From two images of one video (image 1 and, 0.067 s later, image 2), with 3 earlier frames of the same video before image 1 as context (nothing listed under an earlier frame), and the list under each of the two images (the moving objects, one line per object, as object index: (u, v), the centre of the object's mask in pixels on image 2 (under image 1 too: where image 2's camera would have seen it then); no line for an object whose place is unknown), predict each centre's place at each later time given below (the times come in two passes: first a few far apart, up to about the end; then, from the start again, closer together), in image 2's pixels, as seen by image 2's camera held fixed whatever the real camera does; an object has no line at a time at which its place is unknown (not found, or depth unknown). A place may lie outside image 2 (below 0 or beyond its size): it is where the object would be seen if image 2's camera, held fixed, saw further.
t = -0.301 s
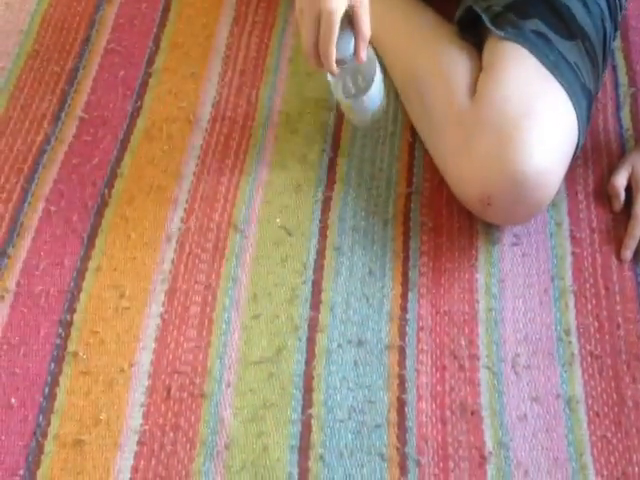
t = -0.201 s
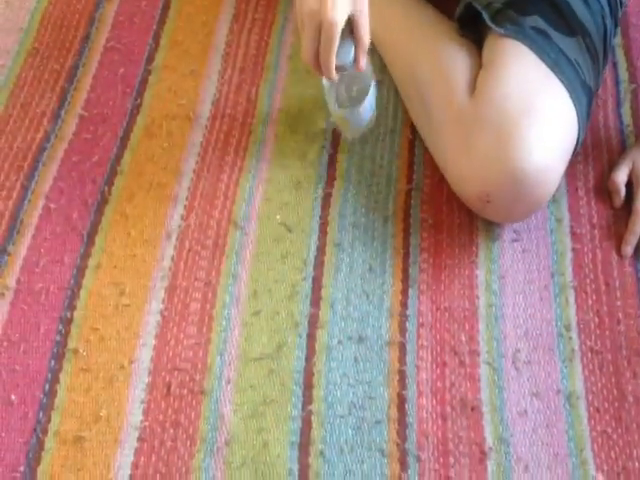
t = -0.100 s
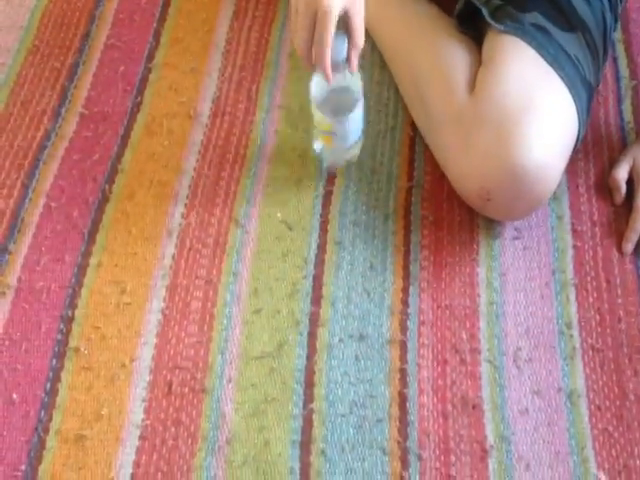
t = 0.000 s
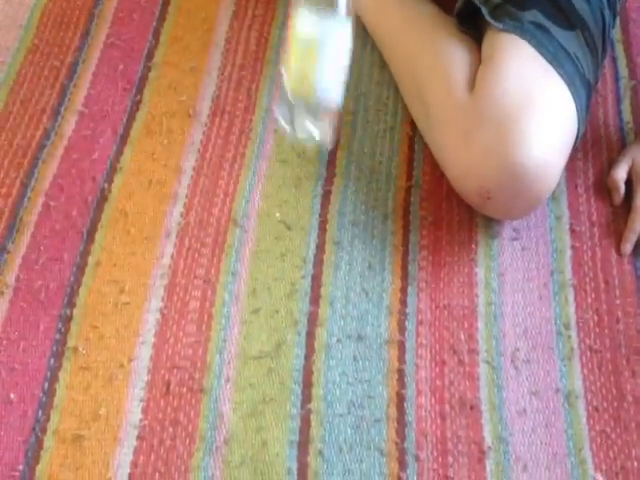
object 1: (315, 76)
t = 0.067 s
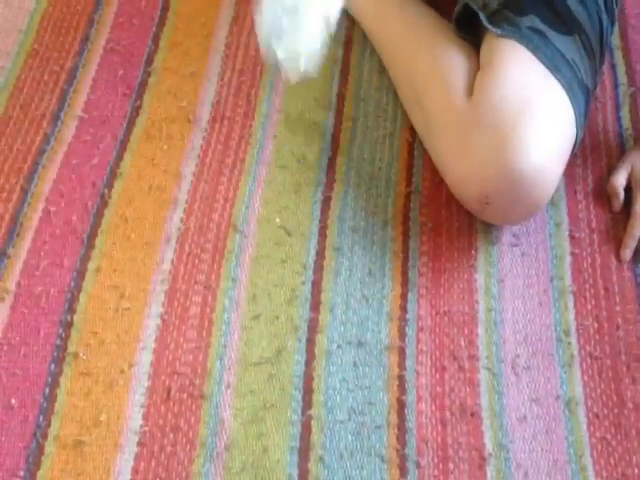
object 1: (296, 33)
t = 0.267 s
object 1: (247, 72)
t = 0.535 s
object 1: (279, 415)
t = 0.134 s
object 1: (309, 10)
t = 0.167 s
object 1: (290, 31)
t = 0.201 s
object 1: (271, 49)
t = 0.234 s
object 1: (254, 62)
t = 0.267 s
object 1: (247, 72)
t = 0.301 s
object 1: (250, 86)
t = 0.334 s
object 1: (260, 114)
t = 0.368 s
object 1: (262, 185)
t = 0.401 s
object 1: (268, 271)
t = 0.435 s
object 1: (270, 358)
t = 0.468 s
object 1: (271, 385)
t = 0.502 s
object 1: (275, 396)
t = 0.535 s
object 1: (279, 415)
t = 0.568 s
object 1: (284, 419)
